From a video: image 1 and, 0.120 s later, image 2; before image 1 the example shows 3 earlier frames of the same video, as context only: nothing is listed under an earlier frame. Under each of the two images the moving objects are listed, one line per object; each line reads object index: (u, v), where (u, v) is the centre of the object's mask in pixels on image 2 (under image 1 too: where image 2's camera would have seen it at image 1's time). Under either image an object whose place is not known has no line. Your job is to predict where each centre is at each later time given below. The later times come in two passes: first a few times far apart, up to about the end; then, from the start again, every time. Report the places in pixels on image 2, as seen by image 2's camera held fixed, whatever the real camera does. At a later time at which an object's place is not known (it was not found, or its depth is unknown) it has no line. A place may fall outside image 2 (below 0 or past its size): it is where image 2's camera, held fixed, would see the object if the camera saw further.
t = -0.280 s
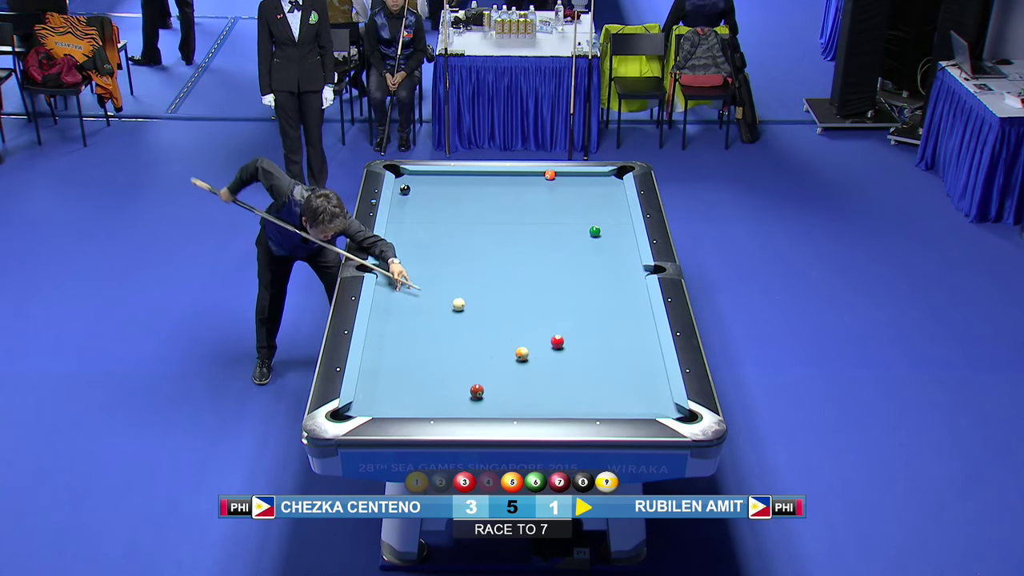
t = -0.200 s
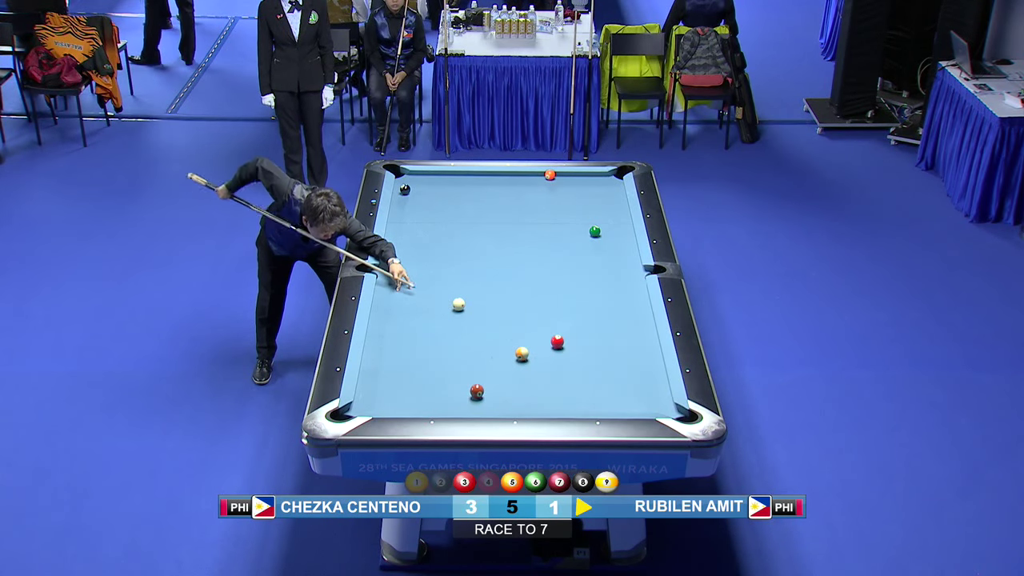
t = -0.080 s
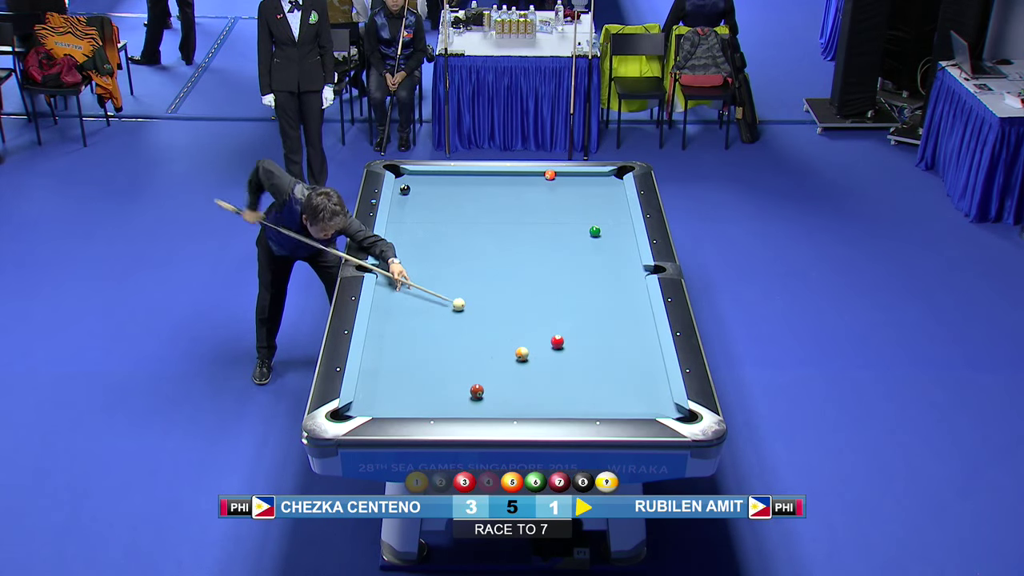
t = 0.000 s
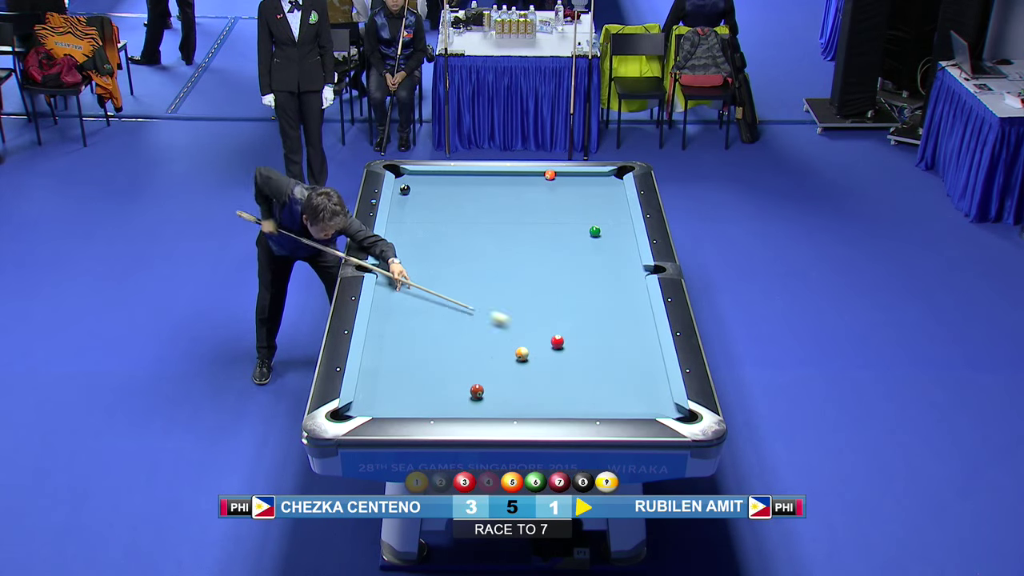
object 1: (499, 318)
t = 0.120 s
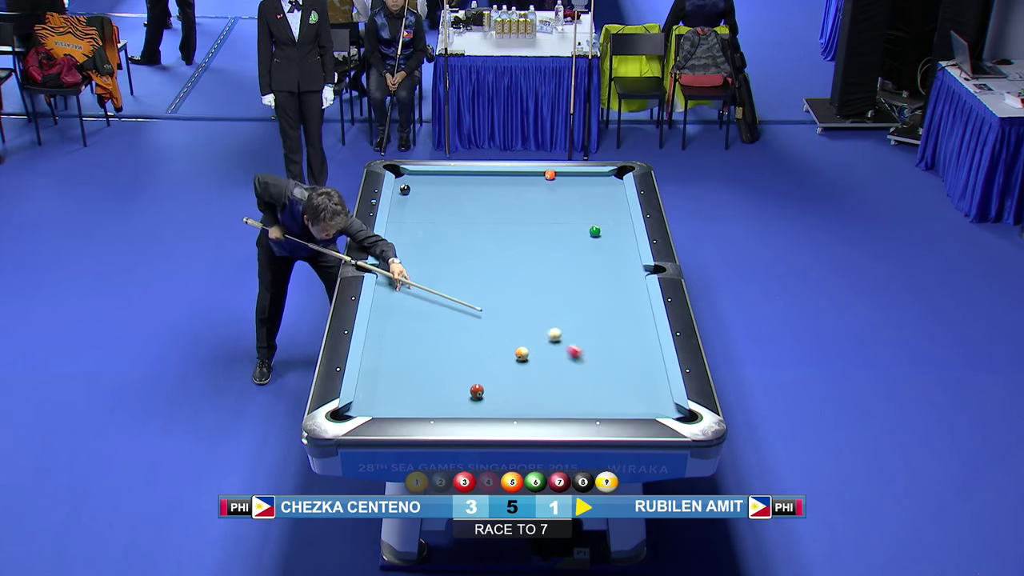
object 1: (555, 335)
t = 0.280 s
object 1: (575, 329)
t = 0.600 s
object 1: (612, 320)
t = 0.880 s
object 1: (642, 311)
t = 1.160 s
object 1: (630, 301)
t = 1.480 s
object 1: (612, 291)
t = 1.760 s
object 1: (598, 282)
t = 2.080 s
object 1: (583, 273)
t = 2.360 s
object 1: (571, 266)
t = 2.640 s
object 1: (560, 260)
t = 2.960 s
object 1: (549, 254)
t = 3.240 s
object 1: (541, 248)
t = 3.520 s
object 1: (533, 243)
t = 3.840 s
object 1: (526, 239)
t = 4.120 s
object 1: (520, 235)
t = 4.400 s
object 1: (515, 232)
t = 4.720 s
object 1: (511, 228)
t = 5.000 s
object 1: (508, 226)
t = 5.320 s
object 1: (505, 224)
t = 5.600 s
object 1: (504, 223)
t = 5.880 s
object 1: (503, 222)
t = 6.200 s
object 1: (503, 222)
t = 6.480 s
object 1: (502, 221)
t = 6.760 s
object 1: (503, 221)
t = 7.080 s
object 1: (503, 221)
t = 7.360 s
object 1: (503, 221)
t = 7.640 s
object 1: (503, 221)
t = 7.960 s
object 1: (503, 221)
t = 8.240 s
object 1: (503, 221)
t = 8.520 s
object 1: (503, 221)
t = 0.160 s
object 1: (560, 333)
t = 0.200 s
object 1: (565, 332)
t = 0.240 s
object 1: (570, 330)
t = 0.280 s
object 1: (575, 329)
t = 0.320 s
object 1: (579, 328)
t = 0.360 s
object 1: (584, 327)
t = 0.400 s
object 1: (589, 325)
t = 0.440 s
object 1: (594, 324)
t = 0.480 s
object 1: (598, 323)
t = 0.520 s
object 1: (603, 322)
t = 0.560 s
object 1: (608, 321)
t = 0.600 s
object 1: (612, 320)
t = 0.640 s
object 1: (617, 318)
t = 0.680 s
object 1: (621, 317)
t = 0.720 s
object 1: (625, 316)
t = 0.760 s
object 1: (630, 315)
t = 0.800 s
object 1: (634, 314)
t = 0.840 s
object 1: (638, 312)
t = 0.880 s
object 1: (642, 311)
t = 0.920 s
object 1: (646, 310)
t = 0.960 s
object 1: (643, 308)
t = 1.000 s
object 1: (640, 307)
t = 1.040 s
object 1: (637, 306)
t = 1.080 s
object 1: (635, 304)
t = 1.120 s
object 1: (633, 303)
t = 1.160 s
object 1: (630, 301)
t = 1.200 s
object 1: (628, 300)
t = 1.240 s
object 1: (625, 299)
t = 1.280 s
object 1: (623, 297)
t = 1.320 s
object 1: (621, 296)
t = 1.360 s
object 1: (619, 295)
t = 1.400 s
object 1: (616, 293)
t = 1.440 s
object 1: (614, 292)
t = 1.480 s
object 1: (612, 291)
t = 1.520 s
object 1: (610, 289)
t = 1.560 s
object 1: (608, 288)
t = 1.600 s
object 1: (606, 287)
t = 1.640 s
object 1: (604, 286)
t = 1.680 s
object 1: (602, 285)
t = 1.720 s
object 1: (600, 283)
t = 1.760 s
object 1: (598, 282)
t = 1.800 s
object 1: (596, 281)
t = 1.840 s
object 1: (594, 280)
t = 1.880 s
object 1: (592, 279)
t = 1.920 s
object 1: (590, 278)
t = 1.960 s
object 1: (588, 277)
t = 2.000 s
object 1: (586, 276)
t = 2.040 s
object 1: (585, 275)
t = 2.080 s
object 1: (583, 273)
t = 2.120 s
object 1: (581, 272)
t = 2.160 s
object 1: (579, 271)
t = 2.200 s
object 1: (578, 270)
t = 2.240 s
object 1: (576, 269)
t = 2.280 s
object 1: (574, 268)
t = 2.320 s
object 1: (573, 267)
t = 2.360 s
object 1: (571, 266)
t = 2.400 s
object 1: (569, 265)
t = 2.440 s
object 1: (568, 265)
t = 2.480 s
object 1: (566, 264)
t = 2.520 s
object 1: (565, 263)
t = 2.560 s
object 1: (563, 262)
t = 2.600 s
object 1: (562, 261)
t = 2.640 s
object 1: (560, 260)
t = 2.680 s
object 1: (559, 259)
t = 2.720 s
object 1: (557, 258)
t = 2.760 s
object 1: (556, 257)
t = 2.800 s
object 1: (554, 257)
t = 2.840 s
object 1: (553, 256)
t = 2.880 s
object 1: (552, 255)
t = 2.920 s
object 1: (550, 254)
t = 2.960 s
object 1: (549, 254)
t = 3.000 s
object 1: (548, 253)
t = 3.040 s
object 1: (547, 252)
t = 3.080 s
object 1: (545, 251)
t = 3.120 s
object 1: (544, 250)
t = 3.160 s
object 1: (543, 250)
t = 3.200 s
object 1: (542, 249)
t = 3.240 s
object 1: (541, 248)
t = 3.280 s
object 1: (539, 247)
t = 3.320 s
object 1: (538, 247)
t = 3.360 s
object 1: (537, 246)
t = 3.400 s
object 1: (536, 245)
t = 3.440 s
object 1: (535, 245)
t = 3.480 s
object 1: (534, 244)
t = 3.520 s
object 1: (533, 243)
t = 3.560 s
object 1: (532, 243)
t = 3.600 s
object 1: (531, 242)
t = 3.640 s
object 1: (530, 242)
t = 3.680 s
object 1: (529, 241)
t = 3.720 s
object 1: (528, 240)
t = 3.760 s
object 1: (527, 240)
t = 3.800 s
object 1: (526, 239)
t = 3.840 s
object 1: (526, 239)
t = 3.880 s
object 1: (525, 238)
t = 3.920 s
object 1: (524, 238)
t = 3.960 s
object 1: (523, 237)
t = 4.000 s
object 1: (522, 237)
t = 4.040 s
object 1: (521, 236)
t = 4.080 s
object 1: (521, 235)
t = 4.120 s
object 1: (520, 235)
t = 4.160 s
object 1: (519, 235)
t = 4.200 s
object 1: (518, 234)
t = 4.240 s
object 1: (518, 234)
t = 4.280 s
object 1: (517, 233)
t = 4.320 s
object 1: (516, 233)
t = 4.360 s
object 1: (516, 232)
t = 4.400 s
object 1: (515, 232)
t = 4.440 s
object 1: (515, 231)
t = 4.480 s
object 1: (514, 231)
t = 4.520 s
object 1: (514, 230)
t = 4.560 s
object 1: (513, 230)
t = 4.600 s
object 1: (512, 230)
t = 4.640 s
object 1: (512, 229)
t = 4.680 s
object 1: (512, 229)
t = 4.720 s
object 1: (511, 228)
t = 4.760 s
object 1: (511, 228)
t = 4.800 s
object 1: (510, 228)
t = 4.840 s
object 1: (510, 227)
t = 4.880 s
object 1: (509, 227)
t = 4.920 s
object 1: (509, 227)
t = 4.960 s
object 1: (508, 227)
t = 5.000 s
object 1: (508, 226)
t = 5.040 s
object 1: (508, 226)
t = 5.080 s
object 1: (507, 226)
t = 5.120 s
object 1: (507, 225)
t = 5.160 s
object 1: (507, 225)
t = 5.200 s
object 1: (506, 225)
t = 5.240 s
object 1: (506, 225)
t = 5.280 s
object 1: (506, 224)
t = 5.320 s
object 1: (505, 224)
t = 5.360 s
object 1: (505, 224)
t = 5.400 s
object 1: (505, 224)
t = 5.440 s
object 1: (505, 223)
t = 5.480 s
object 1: (504, 223)
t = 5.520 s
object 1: (504, 223)
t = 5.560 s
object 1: (504, 223)
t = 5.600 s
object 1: (504, 223)
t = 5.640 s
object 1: (504, 223)
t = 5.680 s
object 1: (504, 223)
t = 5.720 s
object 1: (504, 223)
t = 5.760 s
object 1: (503, 222)
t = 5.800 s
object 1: (503, 222)
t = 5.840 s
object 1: (503, 222)
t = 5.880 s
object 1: (503, 222)
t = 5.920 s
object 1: (503, 222)
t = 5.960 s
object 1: (503, 222)
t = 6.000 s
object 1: (503, 222)
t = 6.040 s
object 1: (503, 222)
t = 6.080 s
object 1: (503, 222)
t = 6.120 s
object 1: (503, 222)
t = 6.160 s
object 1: (503, 222)
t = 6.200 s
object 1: (503, 222)
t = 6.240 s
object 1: (503, 222)
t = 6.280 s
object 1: (503, 221)
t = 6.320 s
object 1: (502, 221)
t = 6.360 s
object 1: (502, 221)
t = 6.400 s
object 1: (502, 221)
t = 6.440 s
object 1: (502, 221)
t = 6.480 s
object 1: (502, 221)
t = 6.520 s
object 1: (503, 221)
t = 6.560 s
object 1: (503, 221)
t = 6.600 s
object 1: (503, 221)
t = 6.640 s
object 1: (503, 221)
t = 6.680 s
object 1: (503, 221)
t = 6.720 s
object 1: (503, 221)
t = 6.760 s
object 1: (503, 221)
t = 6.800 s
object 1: (503, 221)
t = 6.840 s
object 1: (503, 221)
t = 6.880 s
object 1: (503, 221)
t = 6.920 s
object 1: (503, 221)
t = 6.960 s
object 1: (503, 221)
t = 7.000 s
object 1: (503, 221)
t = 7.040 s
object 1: (503, 221)
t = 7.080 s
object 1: (503, 221)
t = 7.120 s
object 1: (503, 221)
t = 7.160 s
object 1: (503, 221)
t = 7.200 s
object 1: (503, 221)
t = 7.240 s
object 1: (503, 221)
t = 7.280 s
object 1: (503, 221)
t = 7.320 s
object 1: (503, 221)
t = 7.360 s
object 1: (503, 221)
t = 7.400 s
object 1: (503, 221)
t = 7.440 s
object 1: (503, 221)
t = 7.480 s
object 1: (503, 221)
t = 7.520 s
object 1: (503, 221)
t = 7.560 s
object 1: (503, 221)
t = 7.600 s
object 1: (503, 221)
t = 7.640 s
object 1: (503, 221)
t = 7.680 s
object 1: (503, 221)
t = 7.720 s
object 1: (503, 221)
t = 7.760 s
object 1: (503, 221)
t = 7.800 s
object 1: (503, 221)
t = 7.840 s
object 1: (503, 221)
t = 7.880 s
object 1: (503, 221)
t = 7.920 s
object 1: (503, 221)
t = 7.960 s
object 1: (503, 221)
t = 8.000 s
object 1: (503, 221)
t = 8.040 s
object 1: (503, 221)
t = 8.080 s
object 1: (503, 221)
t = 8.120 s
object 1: (503, 221)
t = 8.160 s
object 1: (503, 221)
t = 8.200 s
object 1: (503, 221)
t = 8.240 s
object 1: (503, 221)
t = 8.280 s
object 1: (503, 221)
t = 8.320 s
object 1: (503, 221)
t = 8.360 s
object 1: (503, 221)
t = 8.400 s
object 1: (503, 221)
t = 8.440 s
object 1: (503, 221)
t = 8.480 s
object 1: (503, 221)
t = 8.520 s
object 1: (503, 221)
